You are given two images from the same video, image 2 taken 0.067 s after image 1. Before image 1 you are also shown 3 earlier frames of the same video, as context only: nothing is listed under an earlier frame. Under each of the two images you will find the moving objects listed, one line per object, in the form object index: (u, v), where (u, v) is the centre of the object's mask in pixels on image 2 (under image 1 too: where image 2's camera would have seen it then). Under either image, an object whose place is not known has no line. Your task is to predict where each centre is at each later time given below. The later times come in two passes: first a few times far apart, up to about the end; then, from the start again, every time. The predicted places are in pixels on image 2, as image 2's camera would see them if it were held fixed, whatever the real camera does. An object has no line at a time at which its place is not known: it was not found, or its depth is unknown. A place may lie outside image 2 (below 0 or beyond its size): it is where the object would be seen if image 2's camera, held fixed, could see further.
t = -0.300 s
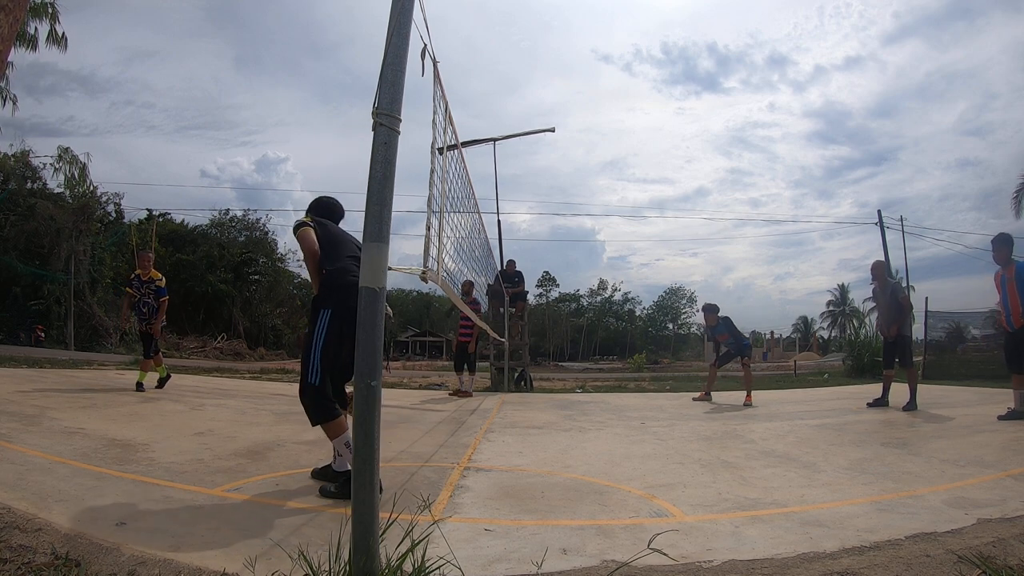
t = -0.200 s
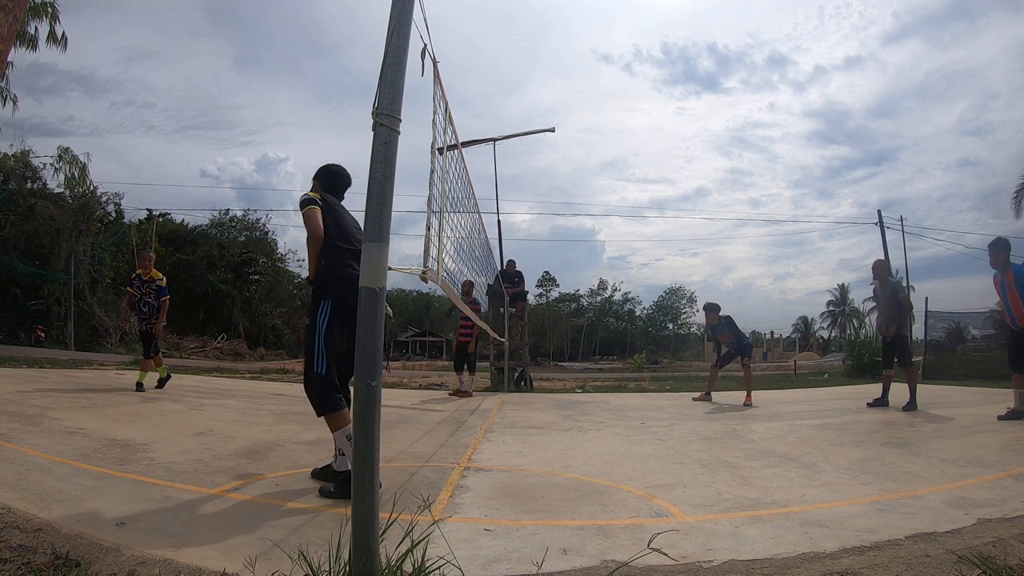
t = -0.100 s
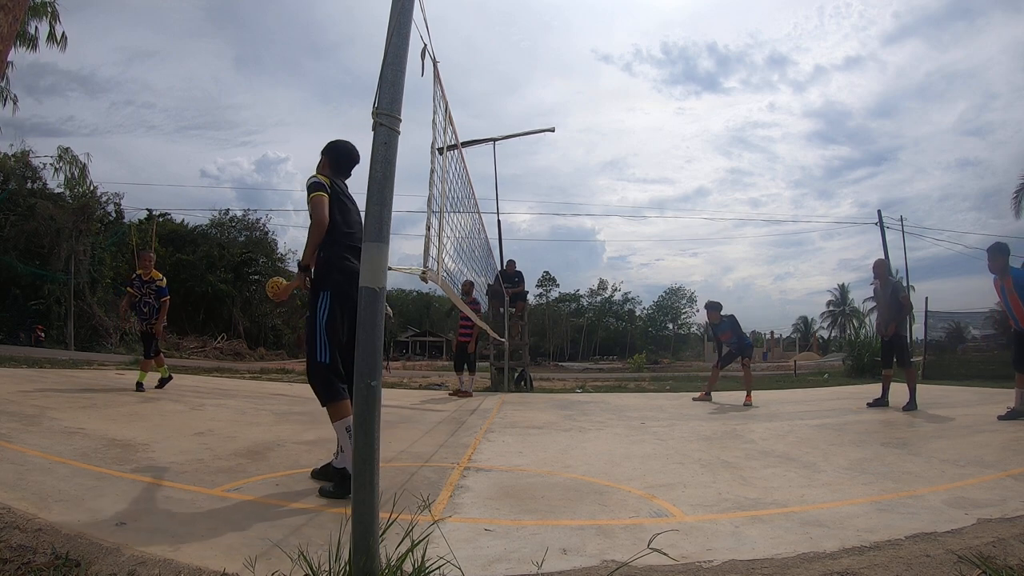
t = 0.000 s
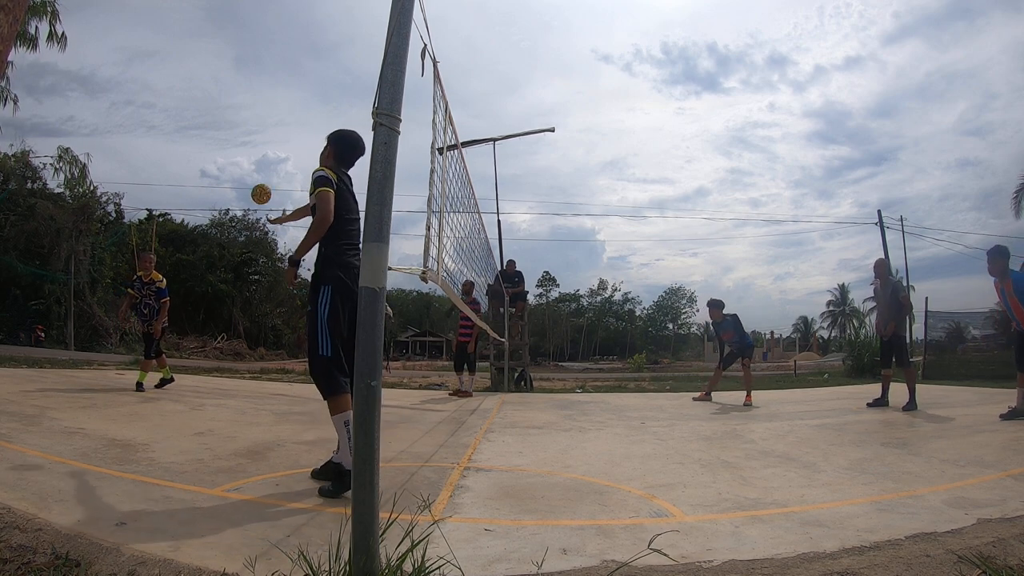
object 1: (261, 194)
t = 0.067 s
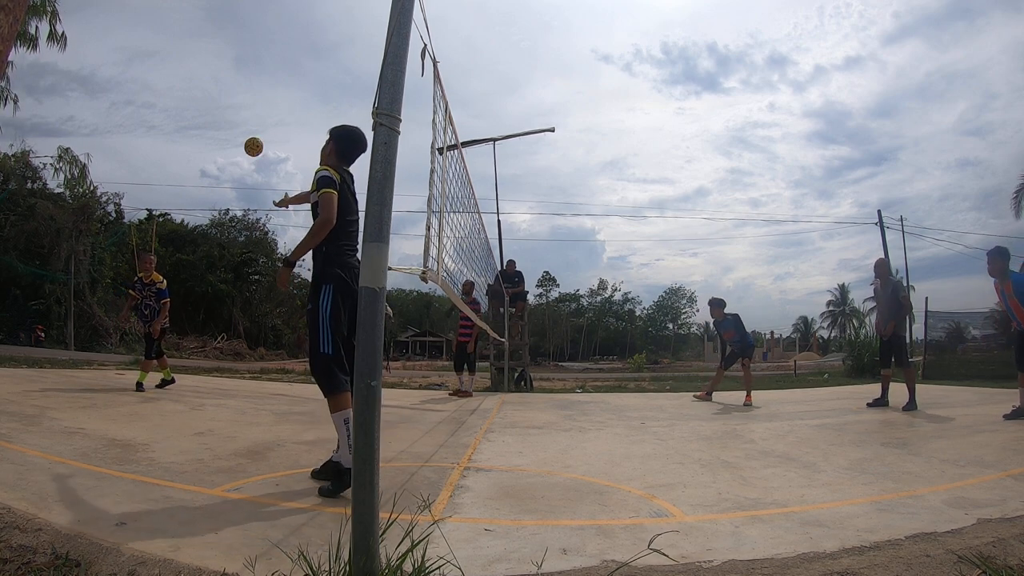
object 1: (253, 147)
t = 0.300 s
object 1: (231, 60)
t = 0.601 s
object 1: (196, 55)
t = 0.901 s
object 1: (153, 132)
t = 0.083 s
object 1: (252, 137)
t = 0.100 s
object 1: (250, 128)
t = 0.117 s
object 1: (248, 119)
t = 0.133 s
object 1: (247, 111)
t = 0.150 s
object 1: (245, 104)
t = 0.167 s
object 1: (244, 97)
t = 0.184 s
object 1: (242, 90)
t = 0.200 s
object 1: (240, 85)
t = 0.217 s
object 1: (239, 79)
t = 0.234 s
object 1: (237, 74)
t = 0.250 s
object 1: (236, 70)
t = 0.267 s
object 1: (234, 66)
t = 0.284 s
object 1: (233, 63)
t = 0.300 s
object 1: (231, 60)
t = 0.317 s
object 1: (229, 56)
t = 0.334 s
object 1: (227, 54)
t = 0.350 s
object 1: (226, 52)
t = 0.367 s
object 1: (224, 50)
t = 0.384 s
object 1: (222, 49)
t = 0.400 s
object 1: (220, 48)
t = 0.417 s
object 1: (219, 47)
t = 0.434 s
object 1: (217, 46)
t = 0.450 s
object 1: (215, 46)
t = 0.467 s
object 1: (213, 46)
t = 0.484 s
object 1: (211, 46)
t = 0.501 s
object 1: (209, 47)
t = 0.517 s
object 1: (207, 48)
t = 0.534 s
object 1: (205, 49)
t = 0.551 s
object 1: (203, 50)
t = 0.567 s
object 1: (201, 52)
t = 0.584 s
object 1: (198, 54)
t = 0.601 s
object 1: (196, 55)
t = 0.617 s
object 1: (194, 58)
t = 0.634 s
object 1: (192, 60)
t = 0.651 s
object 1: (190, 63)
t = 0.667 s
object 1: (187, 66)
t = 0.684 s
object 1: (185, 69)
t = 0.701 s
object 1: (183, 72)
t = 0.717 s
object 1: (180, 76)
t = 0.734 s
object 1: (178, 80)
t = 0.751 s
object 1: (175, 84)
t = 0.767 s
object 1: (173, 88)
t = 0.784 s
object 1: (170, 93)
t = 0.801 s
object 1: (168, 98)
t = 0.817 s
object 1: (166, 103)
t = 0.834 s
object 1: (163, 108)
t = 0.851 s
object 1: (161, 114)
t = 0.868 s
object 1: (158, 120)
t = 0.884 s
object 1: (156, 125)
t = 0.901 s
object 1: (153, 132)
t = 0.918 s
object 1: (151, 138)
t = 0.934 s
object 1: (148, 145)
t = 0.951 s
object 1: (146, 152)
